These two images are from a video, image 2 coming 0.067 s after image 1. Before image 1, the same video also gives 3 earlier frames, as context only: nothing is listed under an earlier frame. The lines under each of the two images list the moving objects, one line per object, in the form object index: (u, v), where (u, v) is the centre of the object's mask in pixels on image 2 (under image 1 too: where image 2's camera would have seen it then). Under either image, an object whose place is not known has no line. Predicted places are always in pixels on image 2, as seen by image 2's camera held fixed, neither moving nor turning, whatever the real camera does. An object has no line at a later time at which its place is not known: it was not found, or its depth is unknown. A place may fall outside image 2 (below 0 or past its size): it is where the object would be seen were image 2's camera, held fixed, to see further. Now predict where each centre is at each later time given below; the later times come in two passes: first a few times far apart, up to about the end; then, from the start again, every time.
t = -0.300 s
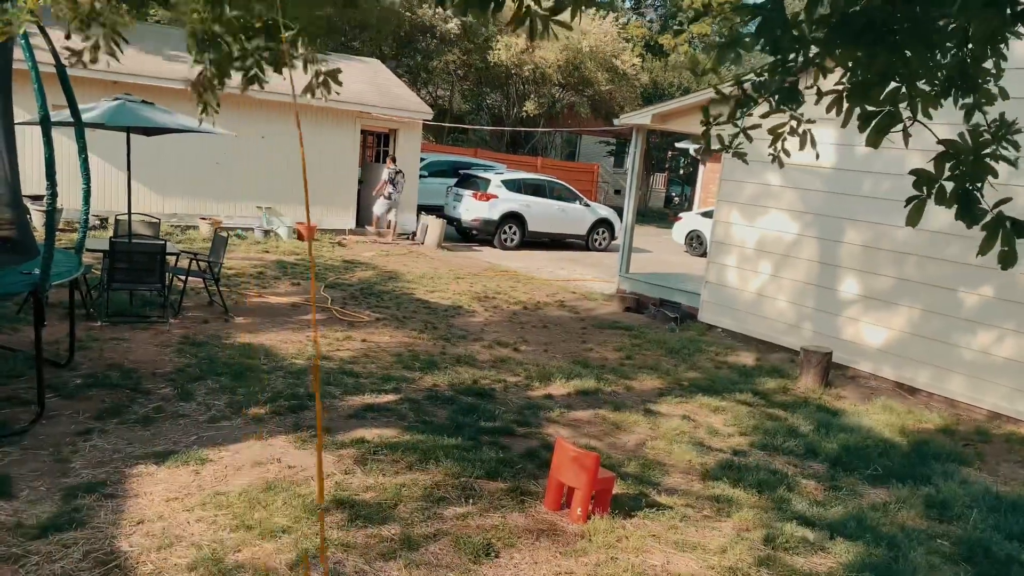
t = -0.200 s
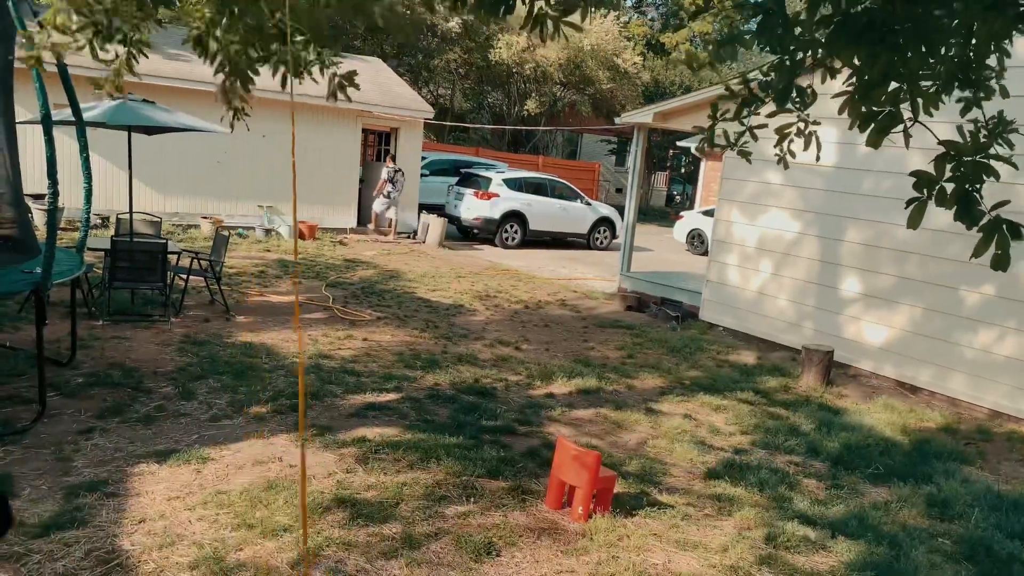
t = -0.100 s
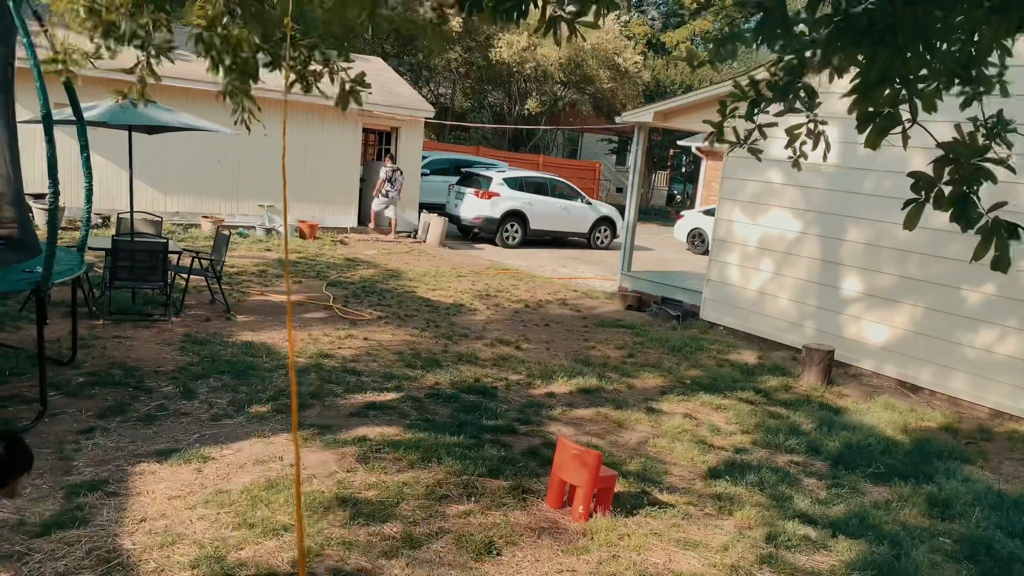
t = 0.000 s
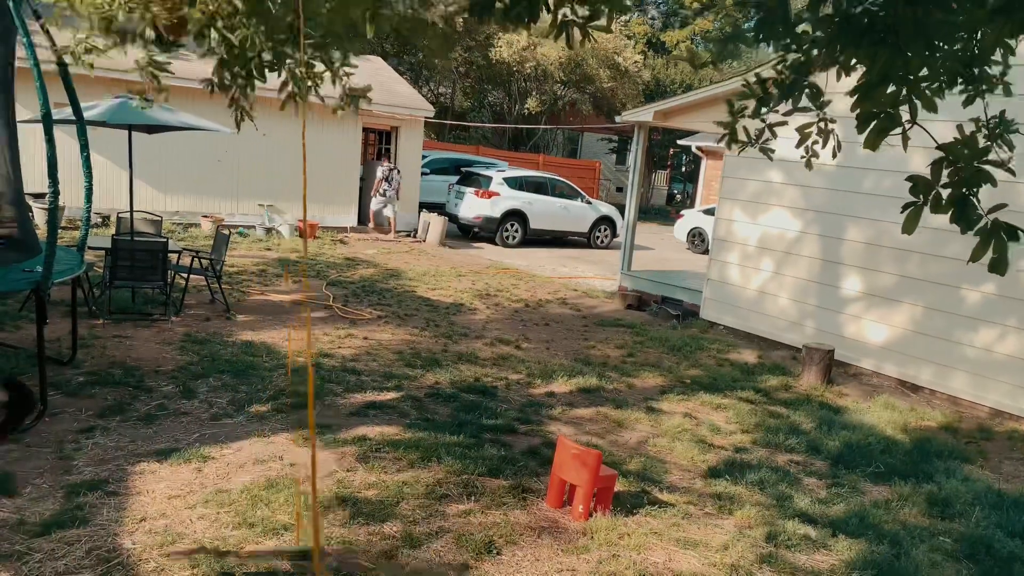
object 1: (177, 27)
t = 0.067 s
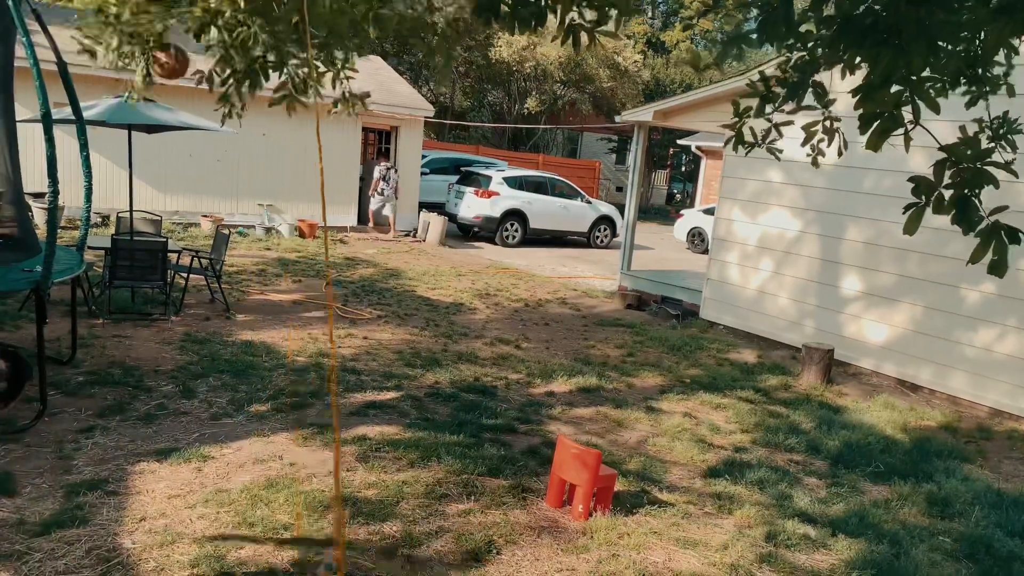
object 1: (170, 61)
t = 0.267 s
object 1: (141, 100)
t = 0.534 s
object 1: (136, 99)
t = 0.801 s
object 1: (134, 85)
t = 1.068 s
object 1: (121, 78)
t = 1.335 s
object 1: (101, 67)
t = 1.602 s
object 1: (91, 65)
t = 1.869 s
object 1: (96, 69)
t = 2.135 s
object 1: (102, 78)
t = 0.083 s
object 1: (170, 70)
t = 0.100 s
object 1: (170, 78)
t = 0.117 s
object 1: (168, 85)
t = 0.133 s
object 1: (167, 90)
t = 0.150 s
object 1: (163, 92)
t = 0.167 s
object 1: (159, 95)
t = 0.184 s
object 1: (155, 94)
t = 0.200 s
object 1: (152, 95)
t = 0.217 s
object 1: (149, 95)
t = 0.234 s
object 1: (146, 96)
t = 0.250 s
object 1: (145, 98)
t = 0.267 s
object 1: (141, 100)
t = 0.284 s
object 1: (143, 96)
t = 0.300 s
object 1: (137, 97)
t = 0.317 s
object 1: (136, 98)
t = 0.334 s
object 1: (137, 98)
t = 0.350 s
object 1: (135, 98)
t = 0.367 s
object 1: (135, 98)
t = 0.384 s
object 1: (134, 97)
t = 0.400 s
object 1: (134, 97)
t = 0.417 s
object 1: (135, 98)
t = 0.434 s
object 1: (134, 97)
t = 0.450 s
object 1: (135, 97)
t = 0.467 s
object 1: (135, 97)
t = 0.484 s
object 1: (134, 96)
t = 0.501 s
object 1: (135, 96)
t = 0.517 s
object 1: (135, 97)
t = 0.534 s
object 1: (136, 99)
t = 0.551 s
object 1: (136, 96)
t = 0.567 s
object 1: (135, 96)
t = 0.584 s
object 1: (136, 93)
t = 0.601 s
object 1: (135, 95)
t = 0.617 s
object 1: (135, 93)
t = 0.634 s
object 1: (136, 92)
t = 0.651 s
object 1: (136, 93)
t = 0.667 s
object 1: (137, 90)
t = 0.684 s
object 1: (137, 89)
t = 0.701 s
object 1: (136, 89)
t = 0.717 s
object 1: (136, 88)
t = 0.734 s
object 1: (135, 87)
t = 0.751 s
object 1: (135, 86)
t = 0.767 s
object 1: (135, 87)
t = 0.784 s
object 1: (134, 86)
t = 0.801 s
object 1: (134, 85)
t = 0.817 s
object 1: (134, 84)
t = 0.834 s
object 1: (134, 84)
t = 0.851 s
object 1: (134, 84)
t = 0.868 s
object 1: (132, 83)
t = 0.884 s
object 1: (132, 83)
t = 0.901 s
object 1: (131, 82)
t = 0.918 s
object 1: (130, 83)
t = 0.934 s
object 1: (129, 81)
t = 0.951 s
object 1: (128, 82)
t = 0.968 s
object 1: (128, 80)
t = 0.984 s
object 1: (127, 80)
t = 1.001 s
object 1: (126, 80)
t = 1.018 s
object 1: (125, 80)
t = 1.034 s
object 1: (123, 78)
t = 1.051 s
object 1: (123, 78)
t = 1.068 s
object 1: (121, 78)
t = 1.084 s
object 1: (120, 77)
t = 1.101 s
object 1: (119, 78)
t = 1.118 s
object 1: (118, 78)
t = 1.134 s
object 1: (116, 77)
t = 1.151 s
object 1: (115, 76)
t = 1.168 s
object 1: (114, 76)
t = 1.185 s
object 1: (112, 75)
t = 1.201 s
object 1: (111, 74)
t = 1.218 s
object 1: (109, 74)
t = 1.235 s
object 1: (108, 71)
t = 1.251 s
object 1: (107, 70)
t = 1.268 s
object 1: (106, 70)
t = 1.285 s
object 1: (105, 69)
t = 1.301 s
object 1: (103, 68)
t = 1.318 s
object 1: (102, 68)
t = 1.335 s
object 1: (101, 67)
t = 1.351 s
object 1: (100, 67)
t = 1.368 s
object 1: (99, 66)
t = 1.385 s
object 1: (98, 65)
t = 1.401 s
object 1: (97, 64)
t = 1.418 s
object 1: (96, 64)
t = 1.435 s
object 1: (95, 64)
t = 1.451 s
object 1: (94, 64)
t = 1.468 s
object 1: (94, 63)
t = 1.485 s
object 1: (93, 63)
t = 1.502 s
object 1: (93, 63)
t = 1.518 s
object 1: (92, 63)
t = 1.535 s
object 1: (92, 63)
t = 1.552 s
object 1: (91, 64)
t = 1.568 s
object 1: (91, 64)
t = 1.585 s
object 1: (91, 65)
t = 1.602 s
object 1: (91, 65)
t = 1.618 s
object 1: (91, 64)
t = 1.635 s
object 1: (91, 64)
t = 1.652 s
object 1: (91, 64)
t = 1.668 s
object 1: (91, 65)
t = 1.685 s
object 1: (92, 65)
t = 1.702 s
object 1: (92, 67)
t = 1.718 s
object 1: (93, 67)
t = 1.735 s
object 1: (93, 67)
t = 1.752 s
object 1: (93, 67)
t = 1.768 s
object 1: (93, 67)
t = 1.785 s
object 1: (94, 68)
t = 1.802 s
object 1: (94, 68)
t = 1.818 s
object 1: (95, 68)
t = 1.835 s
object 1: (95, 69)
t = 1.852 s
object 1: (96, 69)
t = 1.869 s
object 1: (96, 69)
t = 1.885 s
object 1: (97, 70)
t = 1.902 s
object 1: (97, 70)
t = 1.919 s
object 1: (98, 71)
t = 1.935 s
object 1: (98, 71)
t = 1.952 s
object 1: (99, 72)
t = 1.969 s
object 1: (99, 72)
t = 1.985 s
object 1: (99, 73)
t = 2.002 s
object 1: (100, 73)
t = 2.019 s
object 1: (100, 74)
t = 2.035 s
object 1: (100, 74)
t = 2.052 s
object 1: (101, 75)
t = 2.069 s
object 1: (101, 75)
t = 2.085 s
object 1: (101, 76)
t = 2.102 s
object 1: (102, 77)
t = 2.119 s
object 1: (102, 77)
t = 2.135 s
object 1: (102, 78)
